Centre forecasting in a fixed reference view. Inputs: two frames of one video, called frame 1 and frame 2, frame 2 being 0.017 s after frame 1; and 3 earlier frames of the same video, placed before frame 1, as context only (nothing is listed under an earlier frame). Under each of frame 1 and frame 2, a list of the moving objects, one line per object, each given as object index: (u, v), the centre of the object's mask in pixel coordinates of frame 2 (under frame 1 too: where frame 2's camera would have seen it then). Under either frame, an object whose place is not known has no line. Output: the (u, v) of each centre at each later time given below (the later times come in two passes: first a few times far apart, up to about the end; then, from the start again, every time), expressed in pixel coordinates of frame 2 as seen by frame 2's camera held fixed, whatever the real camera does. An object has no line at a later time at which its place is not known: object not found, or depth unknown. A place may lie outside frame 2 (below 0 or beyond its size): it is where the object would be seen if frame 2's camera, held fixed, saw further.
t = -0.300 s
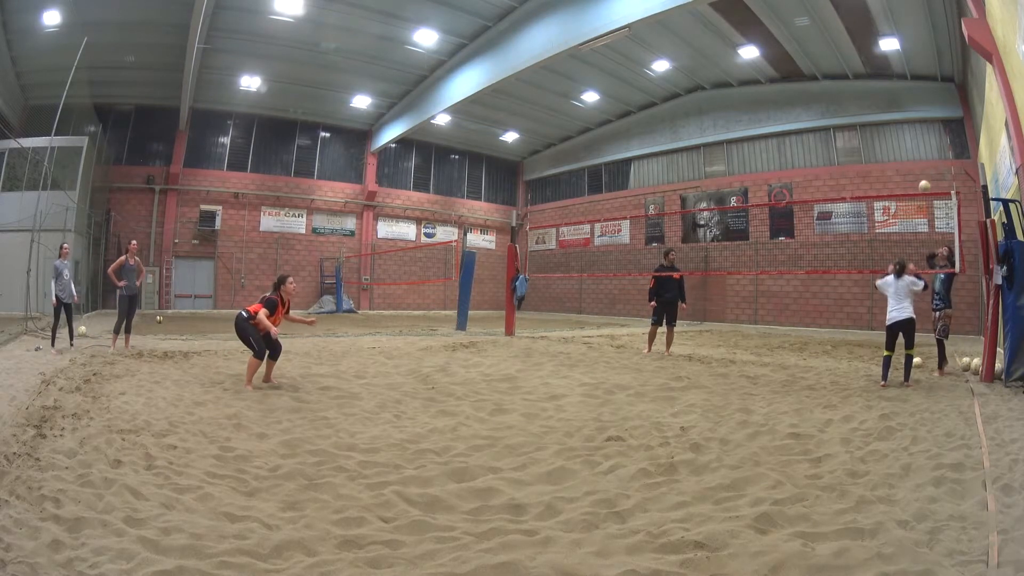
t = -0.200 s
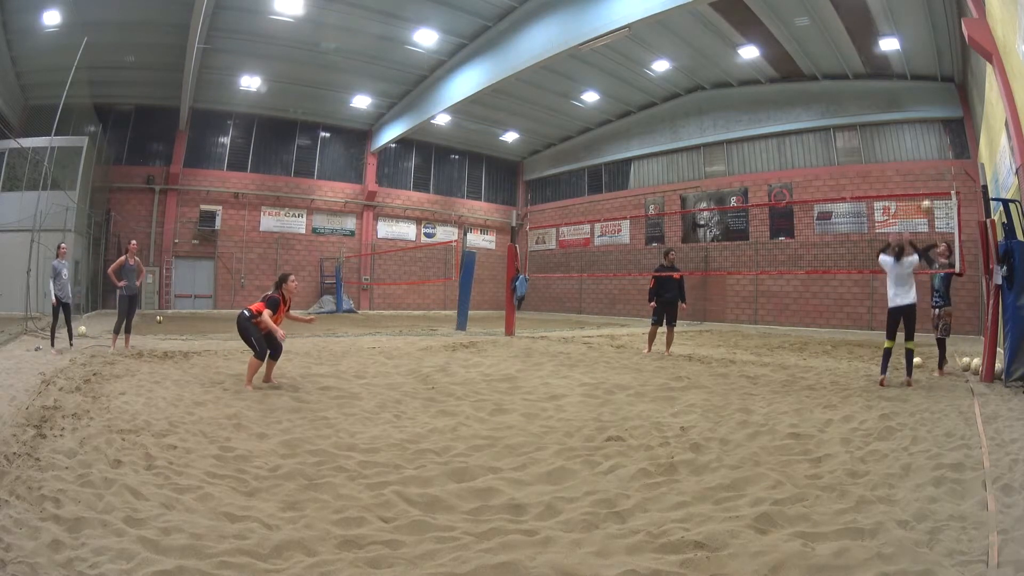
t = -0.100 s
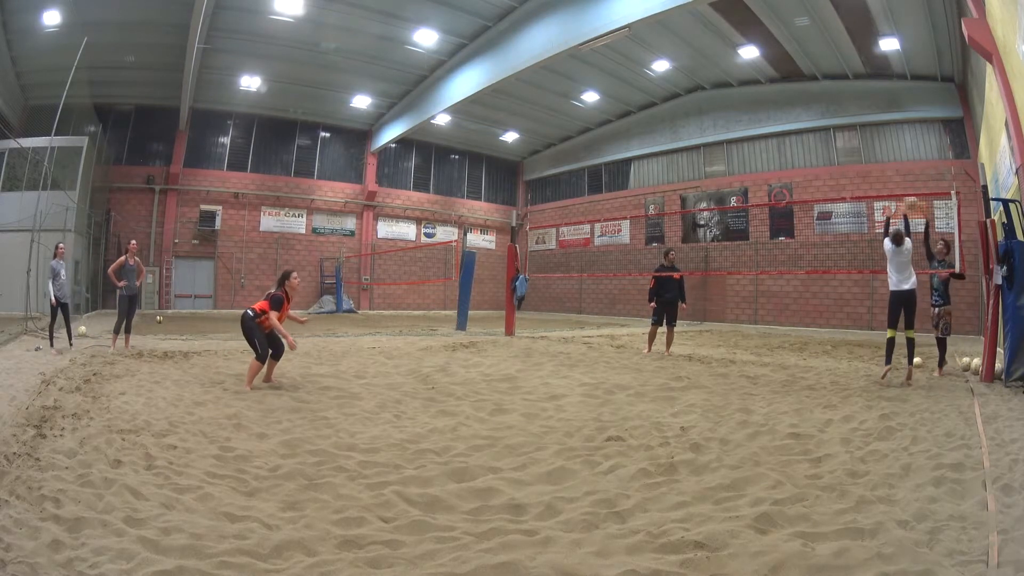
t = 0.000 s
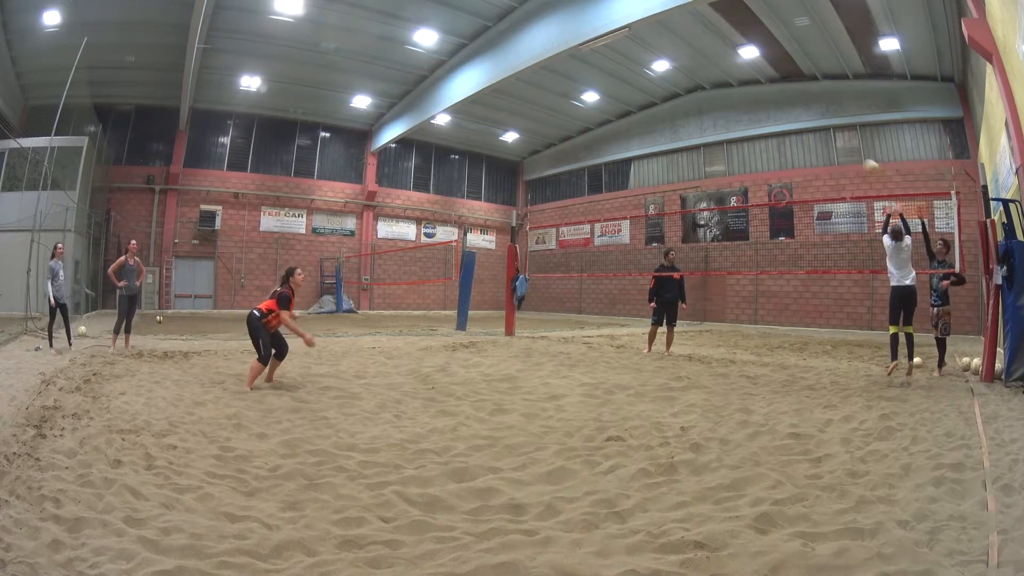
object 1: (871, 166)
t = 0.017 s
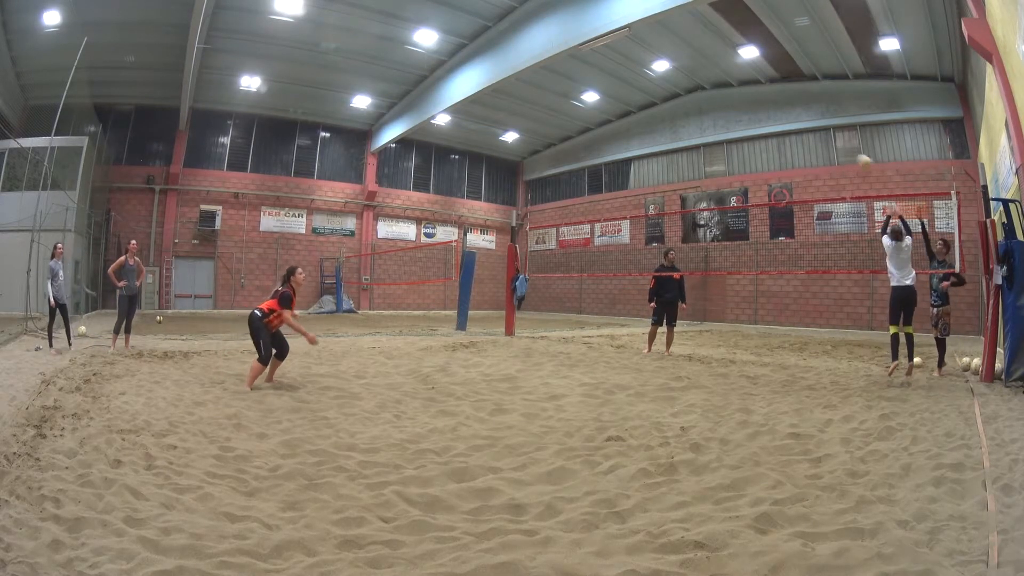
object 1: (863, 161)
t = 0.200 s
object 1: (785, 123)
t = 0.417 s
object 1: (687, 112)
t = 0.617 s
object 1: (597, 137)
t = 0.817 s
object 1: (512, 193)
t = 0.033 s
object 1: (858, 157)
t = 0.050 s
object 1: (851, 153)
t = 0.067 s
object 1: (844, 149)
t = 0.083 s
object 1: (836, 145)
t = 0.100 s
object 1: (829, 141)
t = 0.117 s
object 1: (822, 136)
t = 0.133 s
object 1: (815, 134)
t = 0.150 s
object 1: (807, 130)
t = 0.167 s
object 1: (801, 128)
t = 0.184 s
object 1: (793, 126)
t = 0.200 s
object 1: (785, 123)
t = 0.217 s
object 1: (778, 121)
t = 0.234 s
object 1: (770, 119)
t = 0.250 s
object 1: (763, 117)
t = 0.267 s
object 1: (755, 115)
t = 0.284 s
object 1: (747, 113)
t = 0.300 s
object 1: (740, 113)
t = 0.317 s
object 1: (732, 112)
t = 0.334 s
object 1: (725, 111)
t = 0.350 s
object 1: (717, 111)
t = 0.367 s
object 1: (709, 111)
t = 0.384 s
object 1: (702, 111)
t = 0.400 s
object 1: (694, 111)
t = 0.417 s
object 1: (687, 112)
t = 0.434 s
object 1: (679, 113)
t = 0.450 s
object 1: (672, 114)
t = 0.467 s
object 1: (665, 115)
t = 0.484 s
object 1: (657, 116)
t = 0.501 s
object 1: (650, 118)
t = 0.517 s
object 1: (642, 120)
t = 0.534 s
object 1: (634, 122)
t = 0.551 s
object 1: (627, 125)
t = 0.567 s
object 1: (619, 128)
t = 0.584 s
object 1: (612, 130)
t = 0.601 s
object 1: (605, 133)
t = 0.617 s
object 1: (597, 137)
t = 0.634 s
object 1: (590, 140)
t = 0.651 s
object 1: (582, 144)
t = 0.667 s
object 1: (575, 148)
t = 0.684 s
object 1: (568, 152)
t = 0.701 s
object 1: (561, 156)
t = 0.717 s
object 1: (553, 161)
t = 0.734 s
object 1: (547, 164)
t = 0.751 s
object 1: (539, 171)
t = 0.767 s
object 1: (532, 177)
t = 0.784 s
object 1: (526, 181)
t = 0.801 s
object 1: (519, 187)
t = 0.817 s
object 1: (512, 193)
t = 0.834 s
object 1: (506, 197)
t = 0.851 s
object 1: (500, 202)
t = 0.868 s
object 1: (494, 210)
